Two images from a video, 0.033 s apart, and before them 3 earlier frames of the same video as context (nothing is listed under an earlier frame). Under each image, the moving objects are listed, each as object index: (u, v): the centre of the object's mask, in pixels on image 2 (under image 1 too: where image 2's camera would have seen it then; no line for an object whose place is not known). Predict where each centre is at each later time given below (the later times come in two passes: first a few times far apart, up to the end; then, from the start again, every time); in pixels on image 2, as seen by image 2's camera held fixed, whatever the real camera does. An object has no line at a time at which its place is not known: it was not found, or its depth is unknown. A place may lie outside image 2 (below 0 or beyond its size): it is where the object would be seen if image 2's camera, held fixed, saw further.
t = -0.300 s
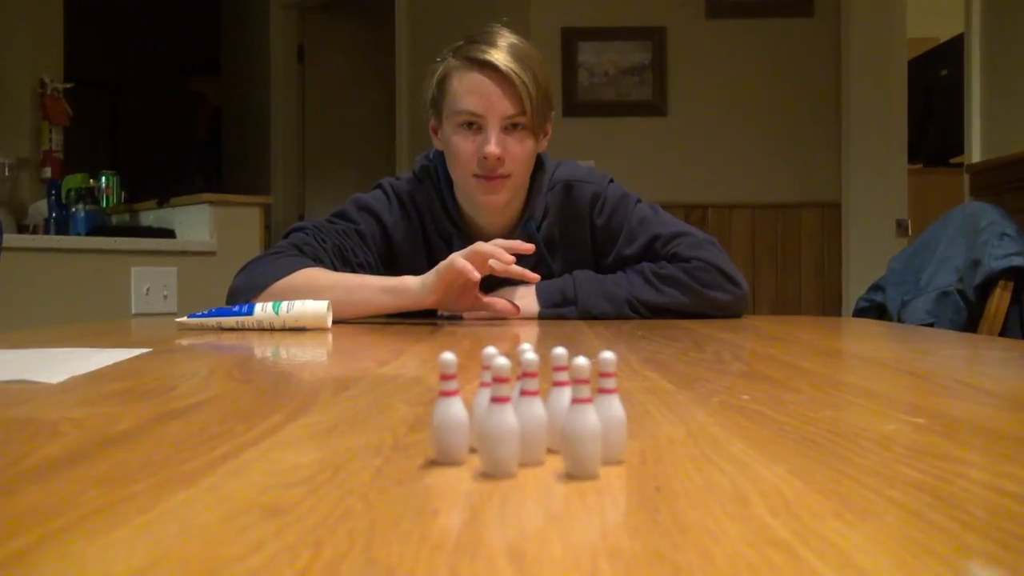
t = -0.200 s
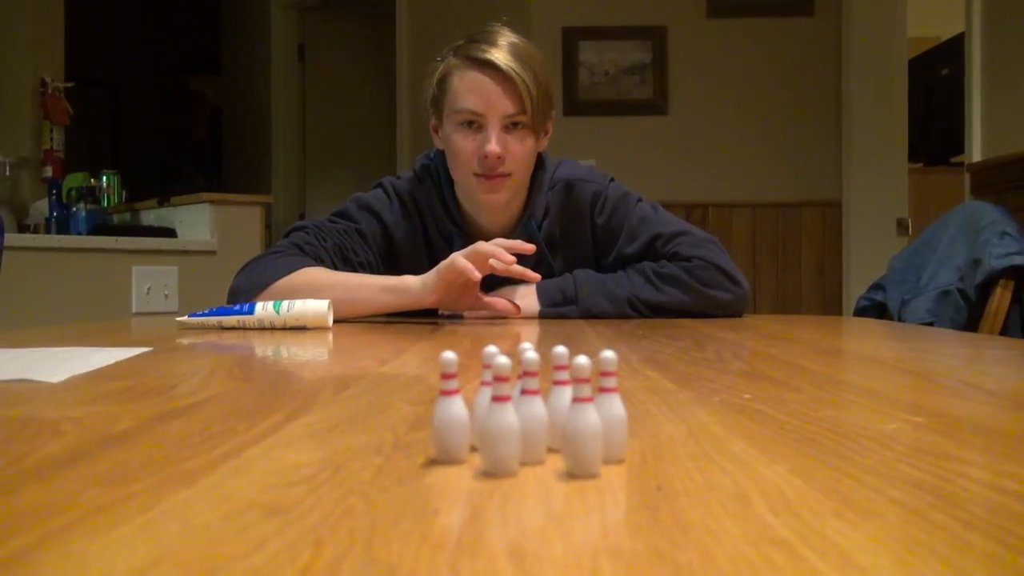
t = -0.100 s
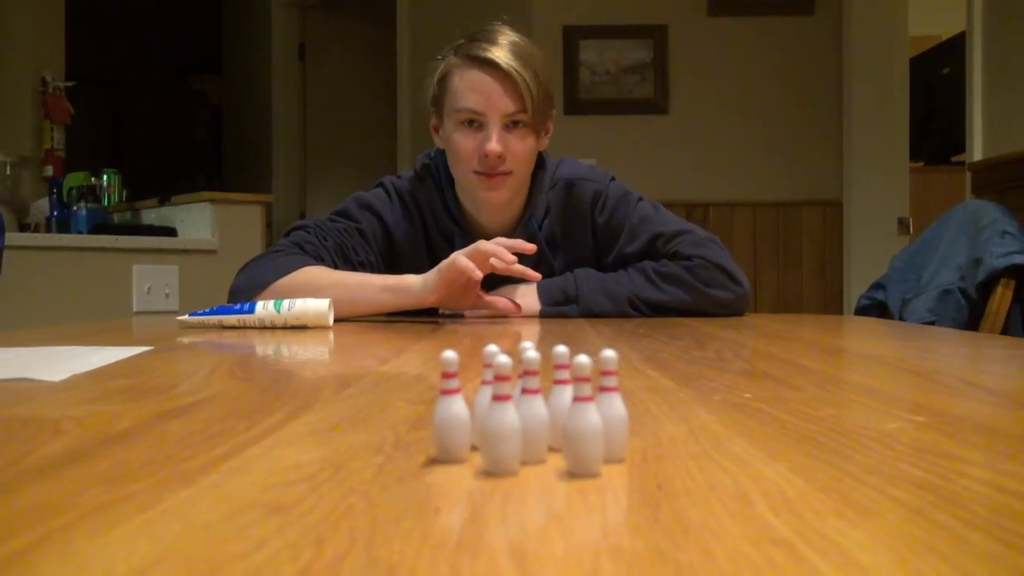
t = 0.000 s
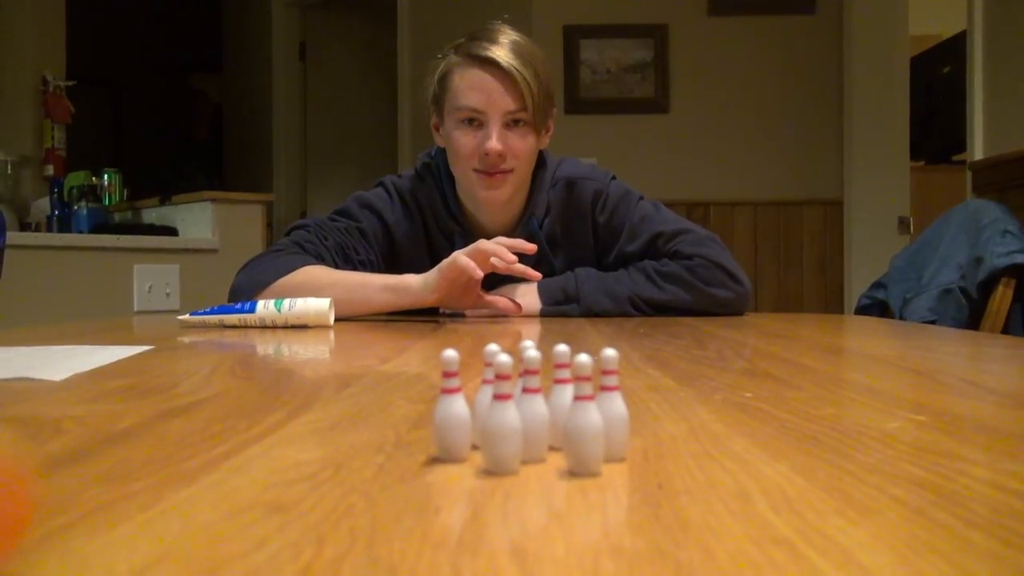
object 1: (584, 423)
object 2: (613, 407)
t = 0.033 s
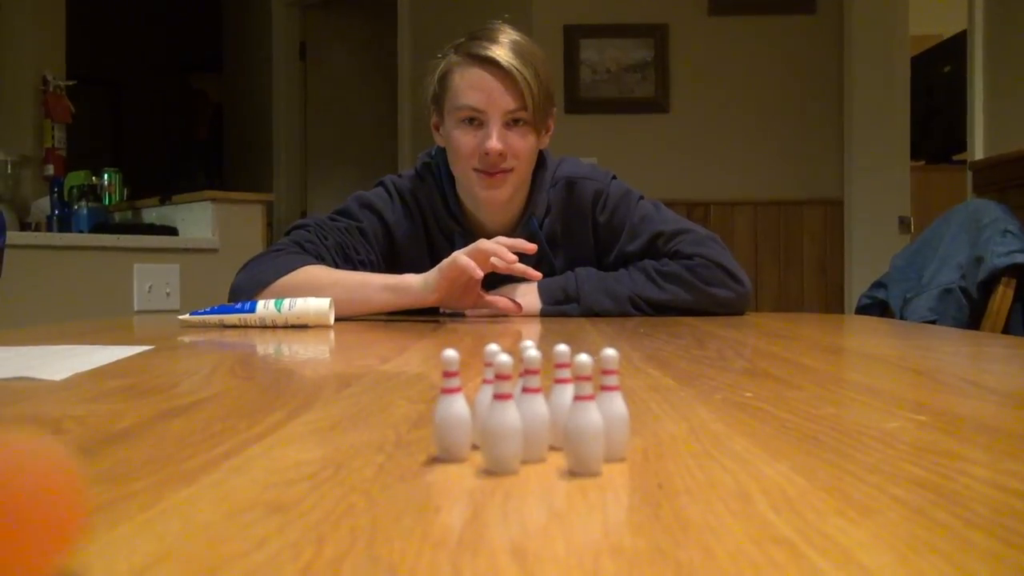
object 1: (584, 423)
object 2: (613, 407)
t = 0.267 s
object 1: (584, 422)
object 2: (613, 407)
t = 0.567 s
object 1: (598, 425)
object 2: (635, 388)
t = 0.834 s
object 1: (598, 425)
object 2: (671, 408)
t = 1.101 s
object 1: (597, 425)
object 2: (689, 412)
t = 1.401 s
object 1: (597, 424)
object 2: (714, 414)
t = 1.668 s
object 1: (597, 425)
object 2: (713, 414)
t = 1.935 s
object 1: (597, 425)
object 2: (712, 414)
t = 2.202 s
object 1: (597, 425)
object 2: (711, 413)
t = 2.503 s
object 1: (597, 425)
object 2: (712, 414)
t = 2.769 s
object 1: (596, 425)
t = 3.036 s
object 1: (596, 425)
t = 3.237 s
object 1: (596, 425)
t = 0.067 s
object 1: (584, 423)
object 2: (613, 407)
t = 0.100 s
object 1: (584, 423)
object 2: (613, 407)
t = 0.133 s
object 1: (584, 422)
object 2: (613, 407)
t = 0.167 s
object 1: (584, 423)
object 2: (613, 407)
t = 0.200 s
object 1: (584, 423)
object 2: (613, 407)
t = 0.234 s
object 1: (584, 423)
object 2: (613, 407)
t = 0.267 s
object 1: (584, 422)
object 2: (613, 407)
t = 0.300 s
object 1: (584, 423)
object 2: (613, 407)
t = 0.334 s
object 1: (584, 423)
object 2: (613, 407)
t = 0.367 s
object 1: (584, 422)
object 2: (613, 407)
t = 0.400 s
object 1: (584, 423)
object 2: (613, 407)
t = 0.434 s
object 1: (583, 423)
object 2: (613, 407)
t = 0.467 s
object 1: (591, 424)
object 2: (615, 403)
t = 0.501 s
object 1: (598, 425)
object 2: (621, 389)
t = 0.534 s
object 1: (599, 425)
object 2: (626, 385)
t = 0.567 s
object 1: (598, 425)
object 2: (635, 388)
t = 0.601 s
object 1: (598, 425)
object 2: (647, 416)
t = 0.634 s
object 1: (598, 425)
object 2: (649, 407)
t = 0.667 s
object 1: (598, 425)
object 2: (654, 407)
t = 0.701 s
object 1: (598, 424)
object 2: (661, 411)
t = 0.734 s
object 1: (598, 425)
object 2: (664, 410)
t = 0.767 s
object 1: (598, 425)
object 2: (661, 407)
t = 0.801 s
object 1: (598, 425)
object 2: (670, 411)
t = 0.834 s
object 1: (598, 425)
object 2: (671, 408)
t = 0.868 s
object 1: (597, 425)
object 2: (682, 412)
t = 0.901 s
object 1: (597, 425)
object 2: (677, 405)
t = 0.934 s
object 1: (597, 425)
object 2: (686, 413)
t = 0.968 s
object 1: (597, 425)
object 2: (683, 411)
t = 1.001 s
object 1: (597, 425)
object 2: (685, 410)
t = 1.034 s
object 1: (597, 425)
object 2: (689, 410)
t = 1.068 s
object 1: (597, 425)
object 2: (684, 409)
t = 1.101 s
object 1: (597, 425)
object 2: (689, 412)
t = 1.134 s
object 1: (597, 424)
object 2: (687, 410)
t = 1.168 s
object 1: (597, 424)
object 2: (692, 410)
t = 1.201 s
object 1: (597, 424)
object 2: (697, 410)
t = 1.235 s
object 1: (597, 424)
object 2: (701, 411)
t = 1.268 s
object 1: (597, 425)
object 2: (706, 412)
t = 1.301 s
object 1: (597, 424)
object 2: (709, 413)
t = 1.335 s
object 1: (597, 424)
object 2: (711, 413)
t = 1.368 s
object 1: (597, 424)
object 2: (712, 413)
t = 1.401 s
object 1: (597, 424)
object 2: (714, 414)
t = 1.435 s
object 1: (597, 424)
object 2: (714, 414)
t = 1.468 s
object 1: (597, 425)
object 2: (714, 414)
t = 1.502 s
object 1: (597, 425)
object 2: (714, 414)
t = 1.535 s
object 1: (597, 425)
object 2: (714, 414)
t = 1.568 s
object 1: (597, 425)
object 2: (713, 414)
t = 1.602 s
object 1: (597, 425)
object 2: (713, 414)
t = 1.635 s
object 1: (597, 425)
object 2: (713, 414)
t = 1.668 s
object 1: (597, 425)
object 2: (713, 414)
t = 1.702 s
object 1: (597, 425)
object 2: (713, 414)
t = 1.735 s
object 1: (597, 425)
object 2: (713, 414)
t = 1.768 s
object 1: (597, 425)
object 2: (713, 414)
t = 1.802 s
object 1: (597, 425)
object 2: (713, 413)
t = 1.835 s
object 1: (597, 425)
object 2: (712, 414)
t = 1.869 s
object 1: (597, 425)
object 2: (712, 414)
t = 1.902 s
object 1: (597, 425)
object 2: (712, 414)
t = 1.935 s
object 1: (597, 425)
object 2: (712, 414)
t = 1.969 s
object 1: (597, 425)
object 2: (713, 414)
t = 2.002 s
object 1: (597, 425)
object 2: (713, 414)
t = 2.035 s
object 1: (597, 425)
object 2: (713, 414)
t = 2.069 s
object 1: (597, 425)
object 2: (713, 414)
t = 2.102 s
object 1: (597, 425)
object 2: (712, 414)
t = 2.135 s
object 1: (596, 425)
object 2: (712, 413)
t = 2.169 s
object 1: (597, 425)
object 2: (711, 413)
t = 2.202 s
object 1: (597, 425)
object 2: (711, 413)
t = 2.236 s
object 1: (597, 425)
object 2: (711, 413)
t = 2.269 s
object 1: (597, 425)
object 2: (712, 414)
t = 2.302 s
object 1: (597, 425)
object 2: (712, 414)
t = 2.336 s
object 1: (596, 425)
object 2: (712, 414)
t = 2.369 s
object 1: (596, 425)
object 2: (712, 414)
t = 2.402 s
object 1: (596, 425)
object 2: (713, 414)
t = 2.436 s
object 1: (597, 425)
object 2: (713, 414)
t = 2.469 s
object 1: (596, 425)
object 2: (713, 414)
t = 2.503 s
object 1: (597, 425)
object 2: (712, 414)
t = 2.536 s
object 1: (596, 425)
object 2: (713, 414)
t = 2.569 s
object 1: (597, 425)
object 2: (712, 414)
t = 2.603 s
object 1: (597, 425)
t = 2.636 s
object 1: (596, 425)
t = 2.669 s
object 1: (597, 425)
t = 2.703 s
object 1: (596, 425)
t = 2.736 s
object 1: (596, 425)
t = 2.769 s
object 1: (596, 425)
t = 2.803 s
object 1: (596, 425)
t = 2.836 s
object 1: (596, 425)
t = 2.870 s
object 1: (596, 425)
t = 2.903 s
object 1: (596, 425)
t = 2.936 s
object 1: (596, 425)
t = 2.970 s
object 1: (596, 425)
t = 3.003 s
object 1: (596, 425)
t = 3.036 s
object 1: (596, 425)
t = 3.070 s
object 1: (596, 425)
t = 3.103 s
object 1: (596, 425)
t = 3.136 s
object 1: (596, 425)
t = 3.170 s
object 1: (596, 425)
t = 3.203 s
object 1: (596, 425)
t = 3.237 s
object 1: (596, 425)
